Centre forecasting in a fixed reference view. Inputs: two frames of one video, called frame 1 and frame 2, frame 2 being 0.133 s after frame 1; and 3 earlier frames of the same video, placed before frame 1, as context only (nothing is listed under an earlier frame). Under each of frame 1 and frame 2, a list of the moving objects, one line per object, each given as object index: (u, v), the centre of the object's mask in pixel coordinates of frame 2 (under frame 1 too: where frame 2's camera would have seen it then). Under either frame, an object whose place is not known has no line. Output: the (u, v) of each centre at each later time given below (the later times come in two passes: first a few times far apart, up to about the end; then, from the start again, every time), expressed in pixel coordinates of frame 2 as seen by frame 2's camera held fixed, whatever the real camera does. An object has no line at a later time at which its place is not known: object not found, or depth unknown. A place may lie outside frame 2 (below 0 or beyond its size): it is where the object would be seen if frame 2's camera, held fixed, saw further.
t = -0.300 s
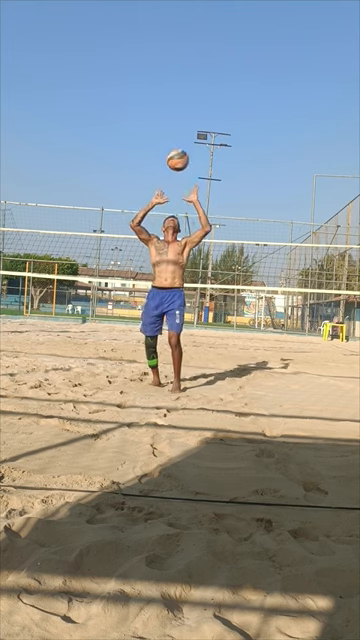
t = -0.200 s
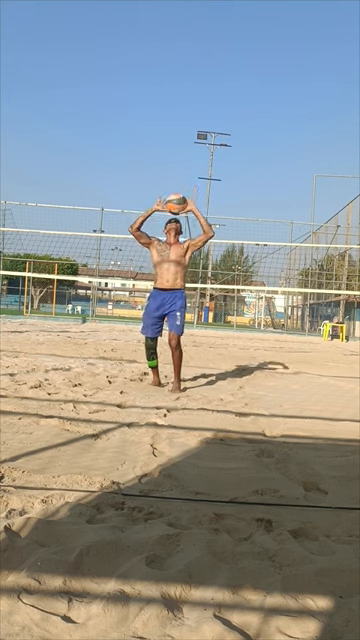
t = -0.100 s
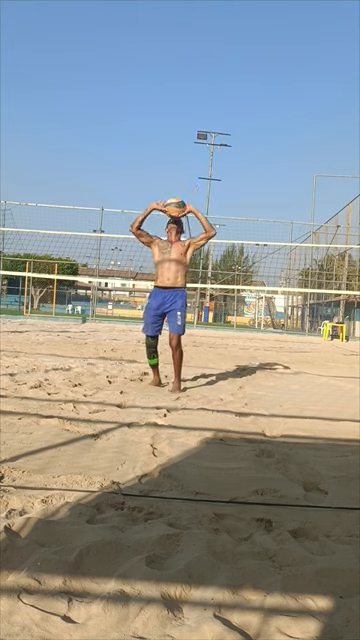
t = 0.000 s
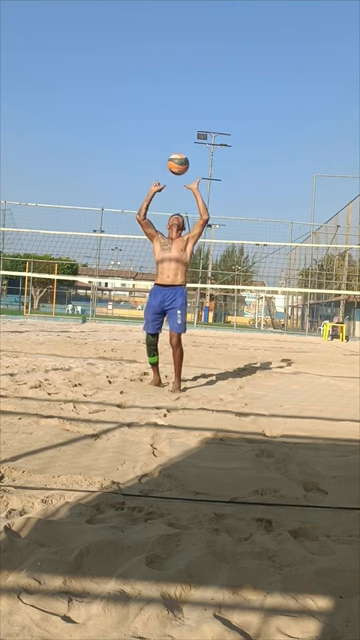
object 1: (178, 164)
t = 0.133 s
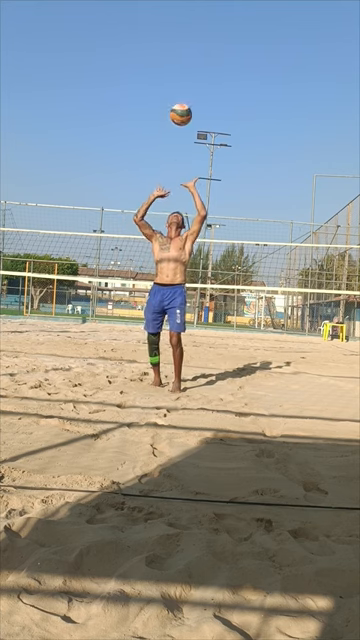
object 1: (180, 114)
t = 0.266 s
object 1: (182, 82)
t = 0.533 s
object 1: (184, 70)
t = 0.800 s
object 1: (182, 130)
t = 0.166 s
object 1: (181, 104)
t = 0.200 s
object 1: (181, 96)
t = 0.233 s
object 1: (182, 88)
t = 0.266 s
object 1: (182, 82)
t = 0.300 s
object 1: (183, 76)
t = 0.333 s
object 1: (183, 72)
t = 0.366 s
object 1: (184, 69)
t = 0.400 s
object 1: (184, 67)
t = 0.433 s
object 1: (184, 66)
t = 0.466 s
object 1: (184, 66)
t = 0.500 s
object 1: (184, 68)
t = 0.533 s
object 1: (184, 70)
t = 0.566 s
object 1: (184, 74)
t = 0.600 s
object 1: (184, 79)
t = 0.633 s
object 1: (184, 85)
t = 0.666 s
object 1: (183, 91)
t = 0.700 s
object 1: (183, 99)
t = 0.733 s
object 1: (183, 109)
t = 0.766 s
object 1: (182, 119)
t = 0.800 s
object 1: (182, 130)
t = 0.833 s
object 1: (181, 142)
